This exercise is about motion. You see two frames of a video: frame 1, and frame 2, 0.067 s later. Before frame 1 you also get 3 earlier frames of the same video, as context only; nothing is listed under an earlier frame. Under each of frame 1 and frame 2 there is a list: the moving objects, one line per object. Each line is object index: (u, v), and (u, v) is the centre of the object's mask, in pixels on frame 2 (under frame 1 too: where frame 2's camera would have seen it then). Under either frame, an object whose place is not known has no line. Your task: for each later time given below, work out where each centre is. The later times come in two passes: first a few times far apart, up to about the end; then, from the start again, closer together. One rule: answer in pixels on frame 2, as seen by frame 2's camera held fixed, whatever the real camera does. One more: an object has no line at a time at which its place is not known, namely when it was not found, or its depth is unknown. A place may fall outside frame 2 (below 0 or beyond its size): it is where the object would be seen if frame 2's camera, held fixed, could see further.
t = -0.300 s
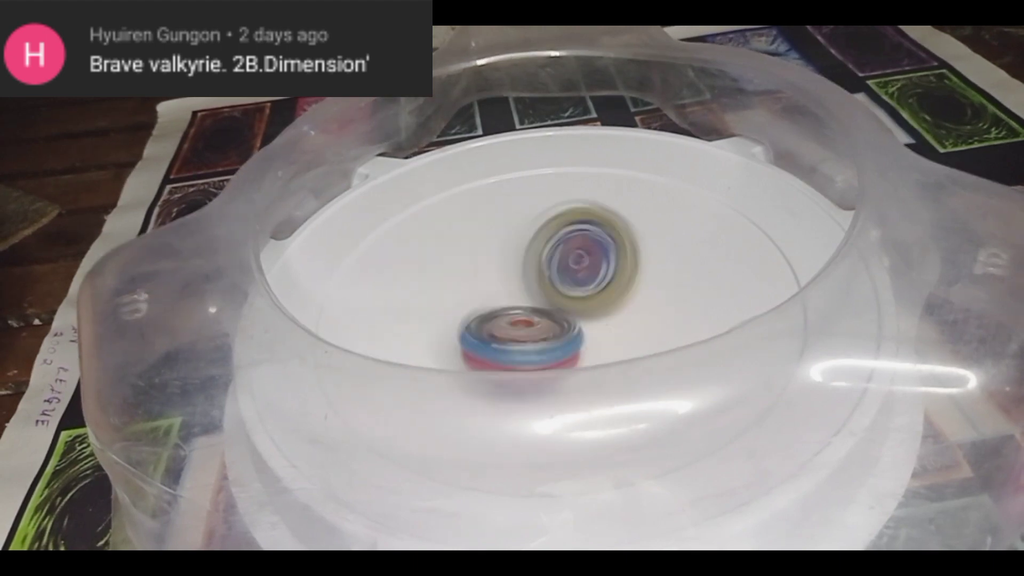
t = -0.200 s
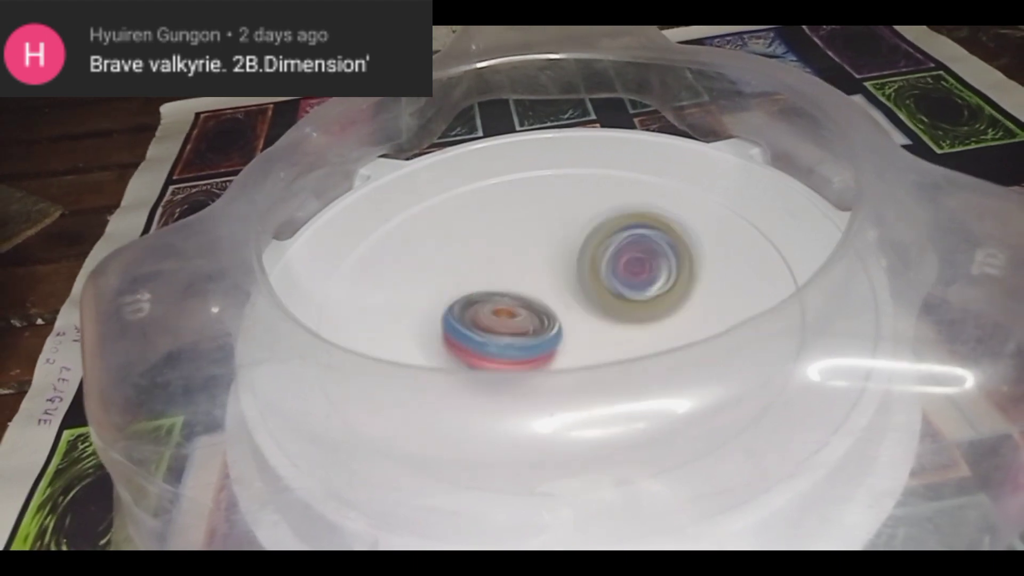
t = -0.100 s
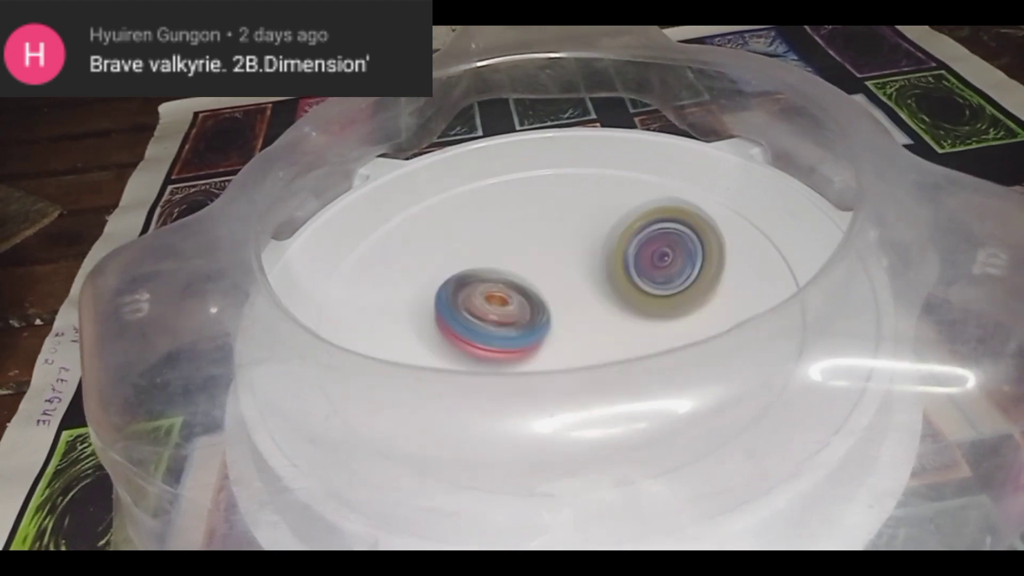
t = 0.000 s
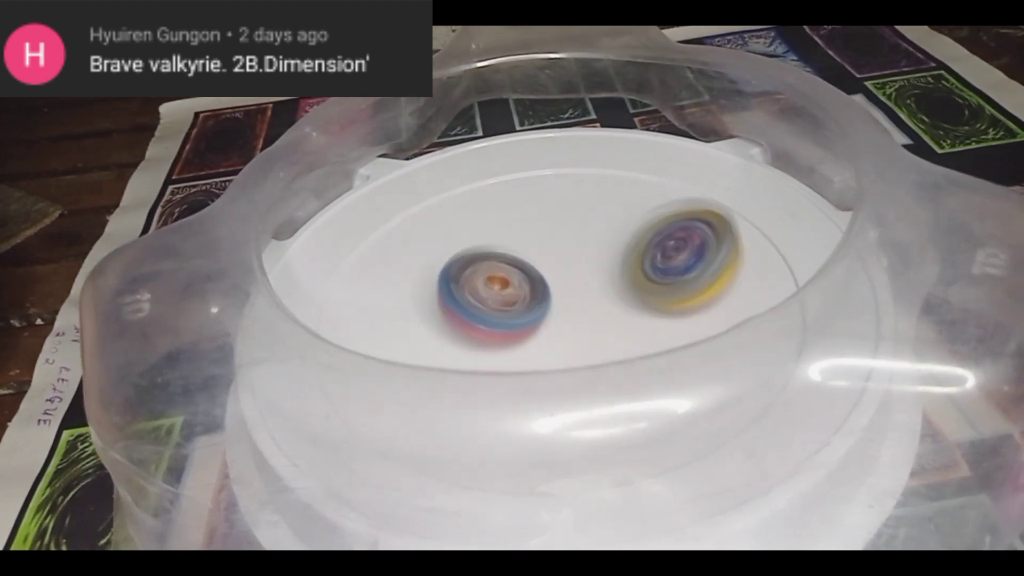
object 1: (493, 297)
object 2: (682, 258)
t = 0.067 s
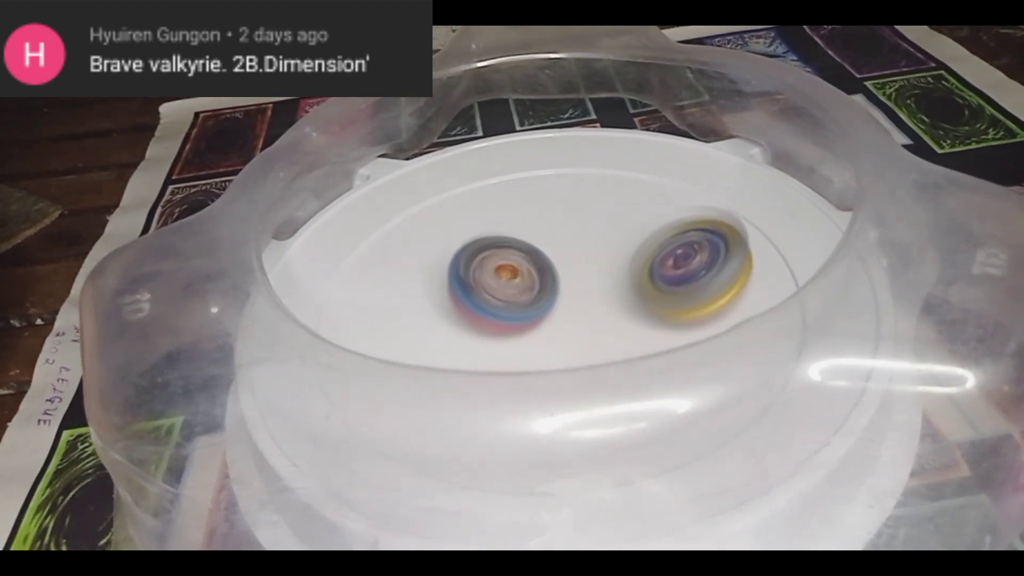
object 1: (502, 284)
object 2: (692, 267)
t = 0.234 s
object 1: (541, 257)
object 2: (671, 294)
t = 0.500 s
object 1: (595, 218)
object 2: (588, 328)
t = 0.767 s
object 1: (615, 233)
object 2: (491, 301)
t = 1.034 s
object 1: (596, 280)
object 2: (464, 290)
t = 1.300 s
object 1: (564, 303)
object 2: (470, 272)
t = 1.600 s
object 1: (532, 330)
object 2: (482, 259)
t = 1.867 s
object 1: (511, 322)
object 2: (492, 253)
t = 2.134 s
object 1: (508, 319)
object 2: (499, 252)
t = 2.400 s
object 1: (509, 319)
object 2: (500, 252)
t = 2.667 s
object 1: (509, 319)
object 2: (500, 253)
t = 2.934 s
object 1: (509, 319)
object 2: (500, 253)
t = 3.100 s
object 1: (509, 319)
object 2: (500, 253)
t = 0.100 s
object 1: (508, 277)
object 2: (692, 274)
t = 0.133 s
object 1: (516, 271)
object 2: (687, 280)
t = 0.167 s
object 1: (524, 265)
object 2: (684, 285)
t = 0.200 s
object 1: (532, 261)
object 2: (679, 289)
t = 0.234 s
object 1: (541, 257)
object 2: (671, 294)
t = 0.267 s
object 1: (553, 254)
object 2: (664, 298)
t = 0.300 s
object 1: (560, 250)
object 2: (655, 302)
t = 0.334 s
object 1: (566, 244)
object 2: (648, 304)
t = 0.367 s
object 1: (574, 238)
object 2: (637, 310)
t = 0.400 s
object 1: (581, 230)
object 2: (624, 316)
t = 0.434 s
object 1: (585, 226)
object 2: (611, 326)
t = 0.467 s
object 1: (589, 221)
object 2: (599, 328)
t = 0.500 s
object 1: (595, 218)
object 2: (588, 328)
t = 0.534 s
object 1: (602, 216)
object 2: (579, 324)
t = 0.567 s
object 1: (606, 216)
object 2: (565, 319)
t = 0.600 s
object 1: (609, 215)
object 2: (550, 315)
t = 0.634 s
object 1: (614, 216)
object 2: (536, 312)
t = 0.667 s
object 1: (616, 220)
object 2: (524, 308)
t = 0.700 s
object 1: (616, 223)
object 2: (511, 305)
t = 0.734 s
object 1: (616, 228)
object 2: (500, 304)
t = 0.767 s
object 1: (615, 233)
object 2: (491, 301)
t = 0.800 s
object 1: (612, 239)
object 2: (484, 301)
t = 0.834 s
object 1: (608, 246)
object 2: (479, 302)
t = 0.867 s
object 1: (604, 252)
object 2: (476, 299)
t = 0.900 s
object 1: (597, 260)
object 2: (476, 299)
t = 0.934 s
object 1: (589, 266)
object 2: (479, 294)
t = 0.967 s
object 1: (591, 272)
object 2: (473, 295)
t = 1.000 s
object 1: (598, 275)
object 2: (466, 292)
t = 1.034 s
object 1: (596, 280)
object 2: (464, 290)
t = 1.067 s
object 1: (591, 284)
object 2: (467, 289)
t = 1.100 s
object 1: (588, 287)
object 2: (470, 287)
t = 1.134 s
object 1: (586, 290)
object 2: (473, 284)
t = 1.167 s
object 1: (581, 293)
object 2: (475, 282)
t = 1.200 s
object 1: (576, 296)
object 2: (472, 280)
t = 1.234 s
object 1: (572, 298)
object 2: (470, 279)
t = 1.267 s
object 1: (567, 300)
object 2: (468, 278)
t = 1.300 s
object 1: (564, 303)
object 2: (470, 272)
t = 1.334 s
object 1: (562, 309)
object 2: (469, 266)
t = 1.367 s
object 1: (557, 312)
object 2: (470, 264)
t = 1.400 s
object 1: (553, 314)
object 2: (469, 263)
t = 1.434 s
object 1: (554, 315)
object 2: (470, 263)
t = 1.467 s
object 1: (555, 319)
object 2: (470, 260)
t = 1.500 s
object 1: (553, 322)
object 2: (471, 257)
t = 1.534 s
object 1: (544, 325)
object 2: (473, 256)
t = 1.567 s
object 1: (538, 327)
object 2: (477, 258)
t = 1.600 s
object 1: (532, 330)
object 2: (482, 259)
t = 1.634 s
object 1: (531, 330)
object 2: (486, 261)
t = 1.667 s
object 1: (529, 331)
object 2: (488, 261)
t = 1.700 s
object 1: (525, 332)
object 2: (490, 260)
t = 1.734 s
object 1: (522, 329)
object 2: (489, 259)
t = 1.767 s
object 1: (521, 329)
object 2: (488, 258)
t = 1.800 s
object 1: (519, 325)
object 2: (487, 256)
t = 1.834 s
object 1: (514, 324)
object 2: (489, 255)
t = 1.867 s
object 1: (511, 322)
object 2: (492, 253)
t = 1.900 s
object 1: (510, 320)
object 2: (496, 252)
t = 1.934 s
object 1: (507, 318)
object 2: (499, 252)
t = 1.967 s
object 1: (504, 317)
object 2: (500, 252)
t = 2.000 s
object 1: (503, 317)
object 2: (500, 252)
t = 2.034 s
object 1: (503, 317)
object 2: (499, 253)
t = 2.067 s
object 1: (504, 317)
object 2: (499, 252)
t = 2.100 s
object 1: (506, 318)
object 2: (500, 253)
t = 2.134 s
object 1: (508, 319)
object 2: (499, 252)
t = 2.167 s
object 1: (508, 319)
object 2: (499, 252)
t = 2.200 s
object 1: (508, 319)
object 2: (499, 253)
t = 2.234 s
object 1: (508, 319)
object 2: (499, 252)
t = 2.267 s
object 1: (508, 319)
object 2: (500, 252)
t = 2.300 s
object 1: (508, 319)
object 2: (499, 252)
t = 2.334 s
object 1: (508, 319)
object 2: (499, 252)
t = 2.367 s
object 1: (508, 319)
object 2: (500, 252)
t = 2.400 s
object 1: (509, 319)
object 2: (500, 252)
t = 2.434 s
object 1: (509, 319)
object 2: (499, 252)
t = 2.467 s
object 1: (509, 319)
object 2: (500, 252)
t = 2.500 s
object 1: (509, 319)
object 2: (500, 252)
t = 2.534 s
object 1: (509, 319)
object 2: (500, 252)
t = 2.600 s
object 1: (509, 319)
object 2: (500, 252)
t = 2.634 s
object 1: (509, 319)
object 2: (500, 252)
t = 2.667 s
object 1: (509, 319)
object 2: (500, 253)
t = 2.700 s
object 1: (509, 319)
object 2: (500, 252)
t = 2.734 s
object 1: (509, 319)
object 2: (500, 252)
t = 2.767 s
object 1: (509, 319)
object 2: (500, 252)
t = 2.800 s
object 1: (509, 319)
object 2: (500, 253)
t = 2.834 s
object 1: (509, 319)
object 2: (500, 253)
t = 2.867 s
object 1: (509, 319)
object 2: (500, 253)
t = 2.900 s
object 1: (509, 319)
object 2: (500, 253)
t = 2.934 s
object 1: (509, 319)
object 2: (500, 253)
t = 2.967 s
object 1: (509, 319)
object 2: (500, 253)
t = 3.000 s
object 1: (509, 319)
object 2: (500, 253)
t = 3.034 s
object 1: (509, 319)
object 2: (500, 253)
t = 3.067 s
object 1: (509, 319)
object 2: (500, 253)
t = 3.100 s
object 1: (509, 319)
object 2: (500, 253)
